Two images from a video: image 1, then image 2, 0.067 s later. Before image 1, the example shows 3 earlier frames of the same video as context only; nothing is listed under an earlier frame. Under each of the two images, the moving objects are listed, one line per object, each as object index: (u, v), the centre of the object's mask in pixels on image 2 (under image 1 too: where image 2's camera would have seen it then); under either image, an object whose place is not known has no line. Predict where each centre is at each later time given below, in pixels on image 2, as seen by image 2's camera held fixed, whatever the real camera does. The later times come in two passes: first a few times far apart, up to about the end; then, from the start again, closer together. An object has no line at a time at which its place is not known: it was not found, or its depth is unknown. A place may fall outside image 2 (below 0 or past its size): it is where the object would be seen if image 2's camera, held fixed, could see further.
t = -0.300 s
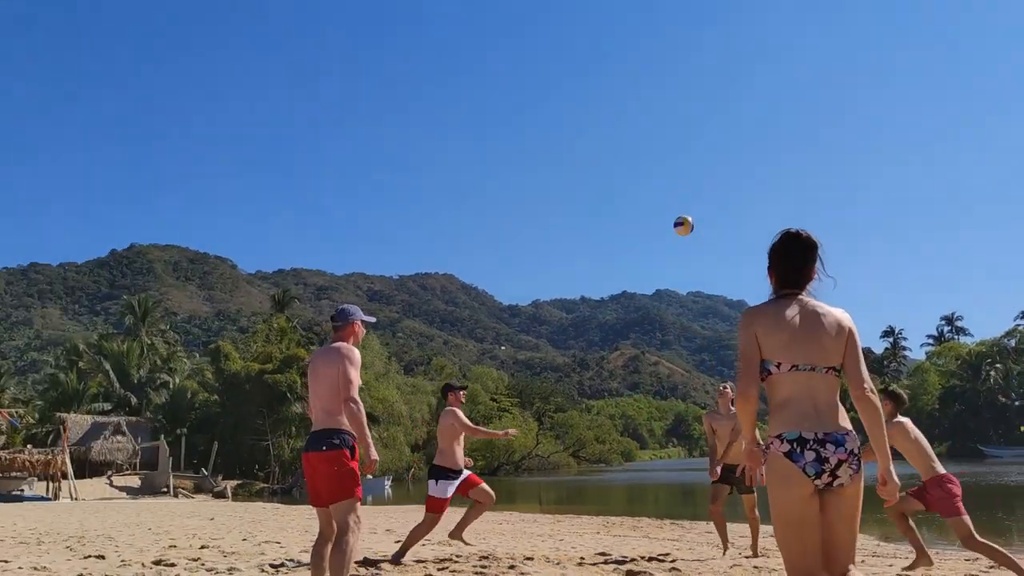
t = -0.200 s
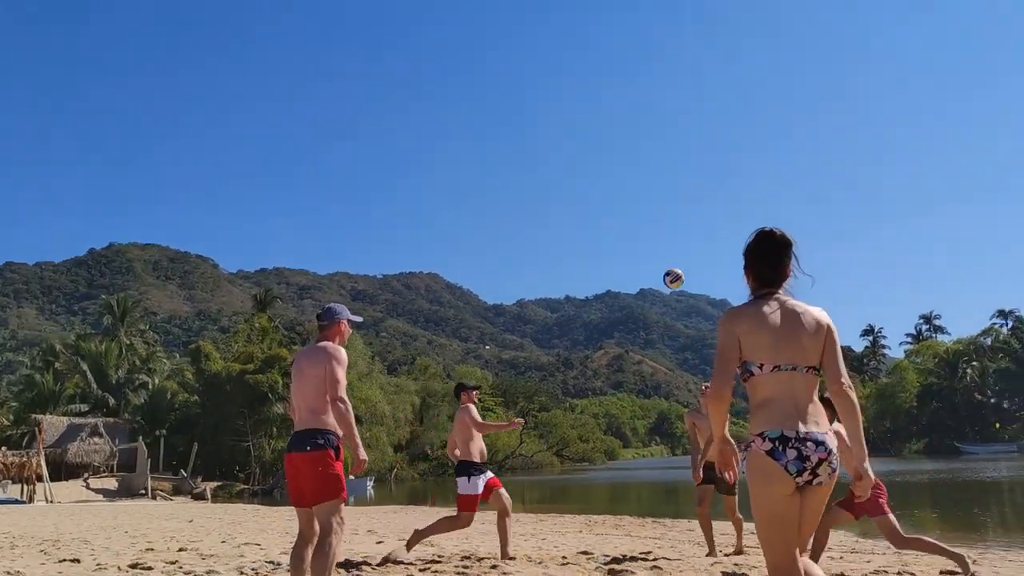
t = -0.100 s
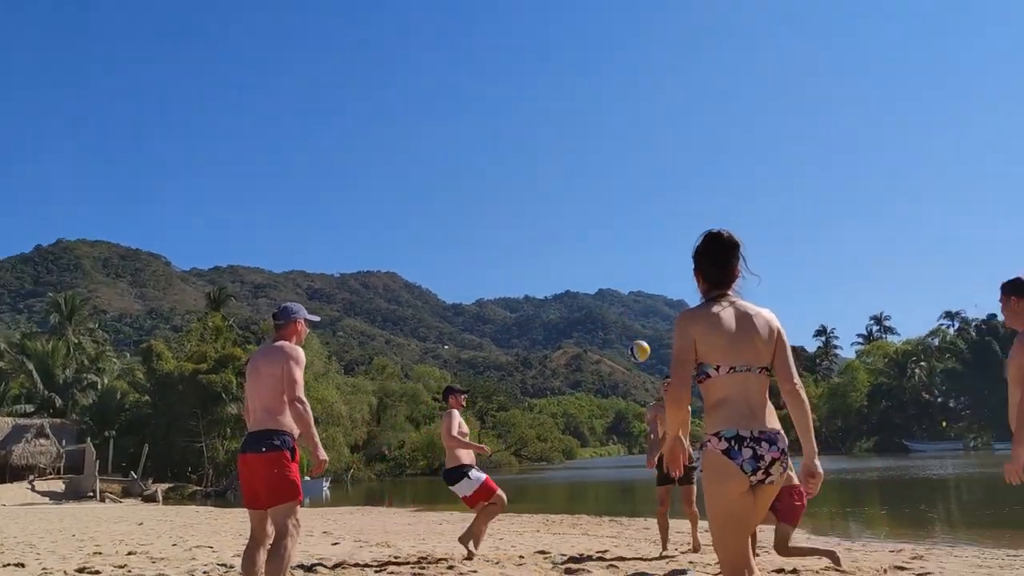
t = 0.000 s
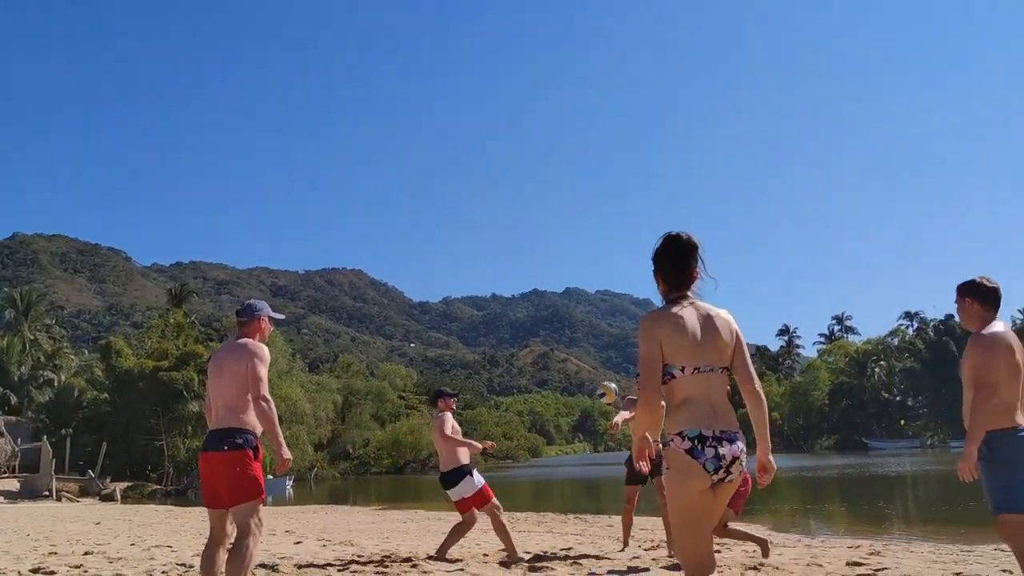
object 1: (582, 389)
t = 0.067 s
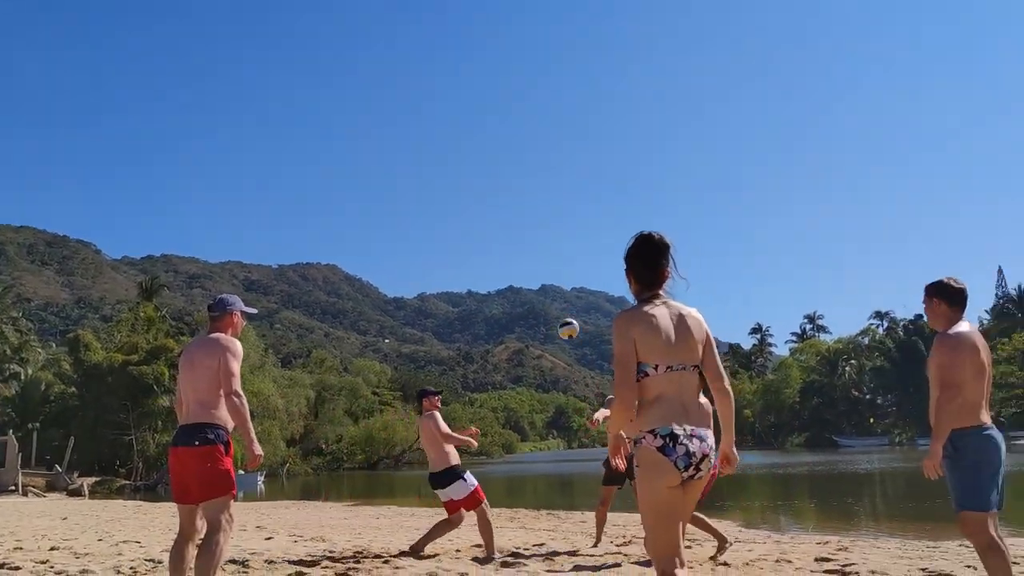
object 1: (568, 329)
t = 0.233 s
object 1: (535, 200)
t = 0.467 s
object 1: (483, 91)
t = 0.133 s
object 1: (555, 275)
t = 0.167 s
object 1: (547, 245)
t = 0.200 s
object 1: (542, 226)
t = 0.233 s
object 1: (535, 200)
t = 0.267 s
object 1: (527, 176)
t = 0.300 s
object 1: (522, 162)
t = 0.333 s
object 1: (515, 141)
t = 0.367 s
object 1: (510, 129)
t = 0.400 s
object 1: (501, 113)
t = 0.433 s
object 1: (490, 98)
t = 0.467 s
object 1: (483, 91)
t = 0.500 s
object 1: (472, 82)
